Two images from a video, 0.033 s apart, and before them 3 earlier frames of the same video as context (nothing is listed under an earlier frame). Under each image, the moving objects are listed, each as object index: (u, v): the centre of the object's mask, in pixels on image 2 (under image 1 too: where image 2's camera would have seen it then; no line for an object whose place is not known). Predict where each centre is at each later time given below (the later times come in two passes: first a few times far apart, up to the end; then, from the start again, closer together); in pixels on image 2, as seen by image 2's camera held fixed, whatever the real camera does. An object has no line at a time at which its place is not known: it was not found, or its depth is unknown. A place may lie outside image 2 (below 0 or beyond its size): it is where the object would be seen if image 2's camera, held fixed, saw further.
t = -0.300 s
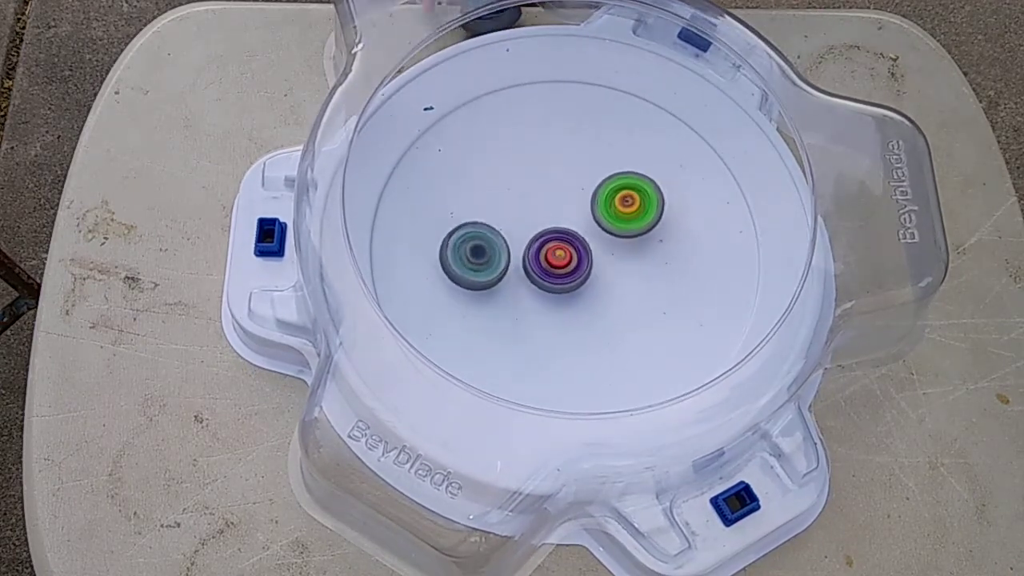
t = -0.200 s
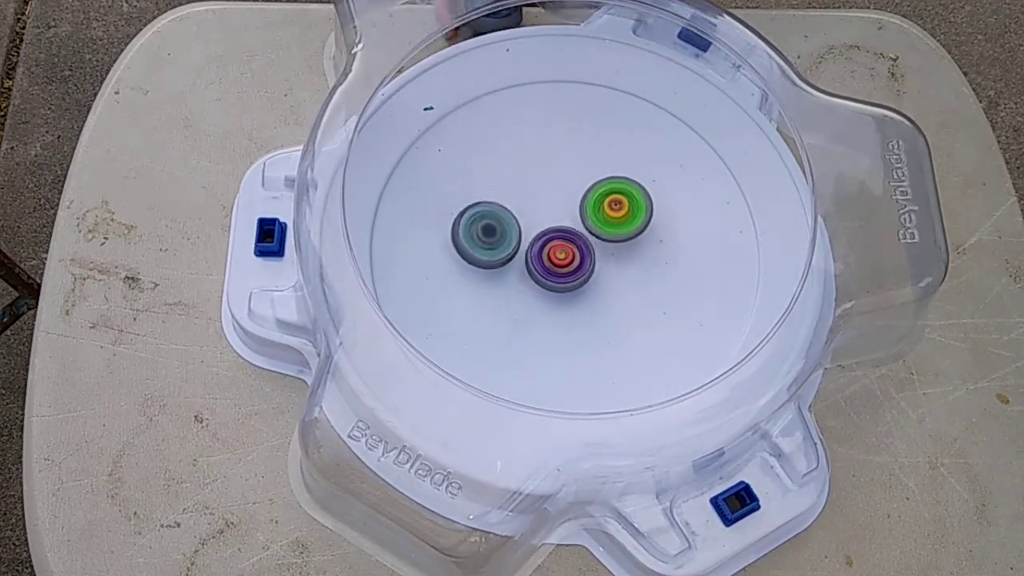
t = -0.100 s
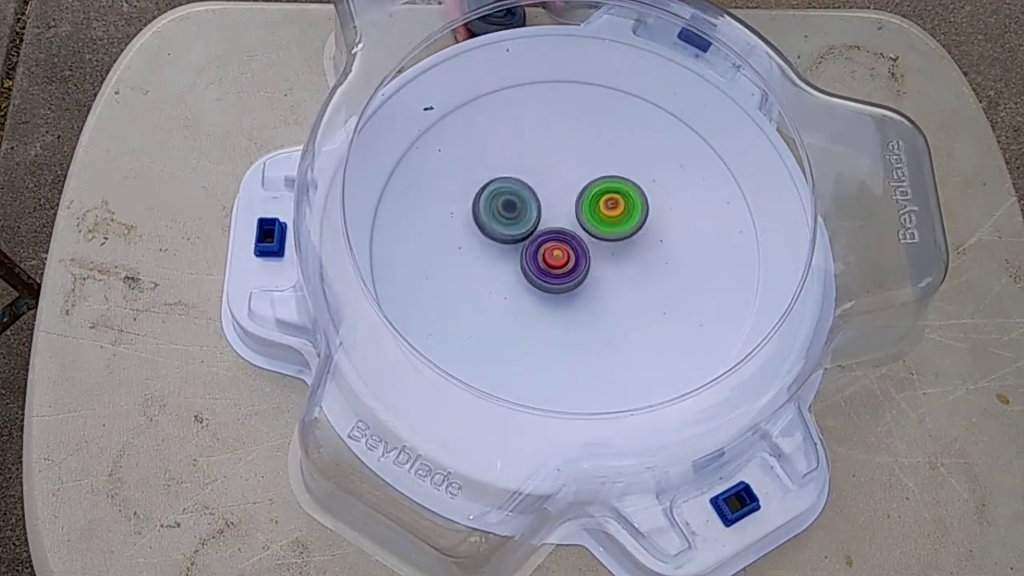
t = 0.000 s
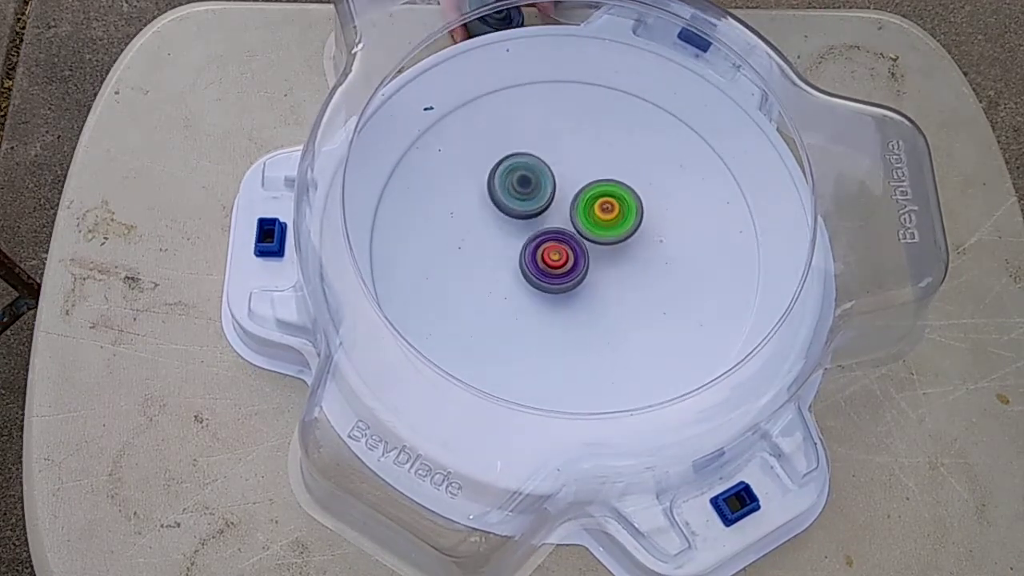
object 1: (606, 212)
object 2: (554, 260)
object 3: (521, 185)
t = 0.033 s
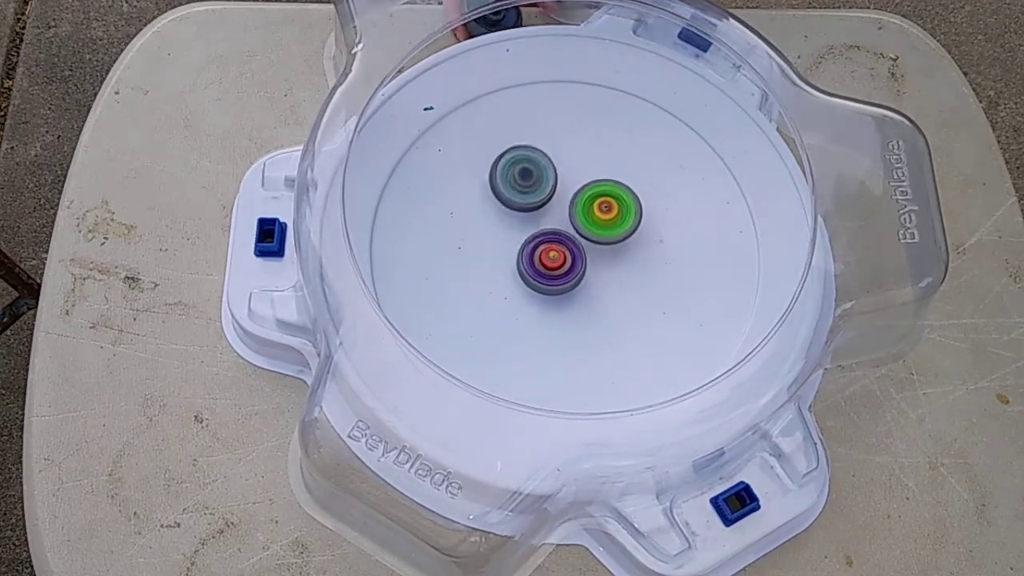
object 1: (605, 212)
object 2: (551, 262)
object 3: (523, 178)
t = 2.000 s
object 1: (651, 247)
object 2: (555, 276)
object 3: (526, 211)
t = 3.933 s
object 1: (631, 221)
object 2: (580, 287)
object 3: (526, 195)
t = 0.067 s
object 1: (606, 210)
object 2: (548, 264)
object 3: (523, 172)
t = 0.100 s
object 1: (605, 210)
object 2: (546, 265)
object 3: (521, 170)
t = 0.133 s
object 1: (603, 211)
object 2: (544, 267)
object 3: (520, 170)
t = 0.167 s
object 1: (599, 212)
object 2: (543, 268)
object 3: (519, 172)
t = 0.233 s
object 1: (592, 214)
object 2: (542, 270)
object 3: (518, 180)
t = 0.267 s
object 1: (589, 216)
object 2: (542, 270)
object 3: (518, 184)
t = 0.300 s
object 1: (586, 217)
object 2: (542, 271)
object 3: (519, 187)
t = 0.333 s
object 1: (587, 216)
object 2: (540, 272)
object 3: (519, 189)
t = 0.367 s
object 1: (594, 219)
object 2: (540, 273)
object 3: (515, 187)
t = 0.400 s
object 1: (598, 222)
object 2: (541, 273)
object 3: (515, 185)
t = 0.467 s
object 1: (600, 225)
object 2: (543, 273)
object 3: (524, 183)
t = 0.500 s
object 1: (599, 225)
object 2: (544, 272)
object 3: (530, 183)
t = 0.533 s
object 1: (600, 224)
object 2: (542, 272)
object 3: (537, 183)
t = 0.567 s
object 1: (614, 213)
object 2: (529, 279)
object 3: (544, 183)
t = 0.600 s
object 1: (624, 204)
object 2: (521, 282)
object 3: (549, 184)
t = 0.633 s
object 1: (631, 197)
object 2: (517, 284)
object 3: (554, 186)
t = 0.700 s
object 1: (633, 191)
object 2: (517, 288)
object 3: (561, 190)
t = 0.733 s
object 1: (642, 192)
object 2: (517, 290)
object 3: (555, 192)
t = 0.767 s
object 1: (653, 194)
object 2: (518, 291)
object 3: (546, 194)
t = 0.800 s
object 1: (658, 196)
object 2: (519, 293)
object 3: (540, 196)
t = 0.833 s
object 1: (659, 199)
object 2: (521, 293)
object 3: (537, 198)
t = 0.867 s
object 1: (658, 201)
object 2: (523, 294)
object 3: (537, 200)
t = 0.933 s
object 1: (649, 205)
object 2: (528, 291)
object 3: (543, 205)
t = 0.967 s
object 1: (645, 207)
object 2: (530, 289)
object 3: (547, 207)
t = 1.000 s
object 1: (640, 208)
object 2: (532, 286)
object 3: (552, 212)
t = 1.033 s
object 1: (635, 210)
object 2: (534, 283)
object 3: (556, 218)
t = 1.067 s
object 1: (633, 212)
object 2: (533, 286)
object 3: (559, 220)
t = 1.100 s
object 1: (636, 213)
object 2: (532, 289)
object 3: (558, 220)
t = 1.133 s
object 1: (635, 214)
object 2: (533, 288)
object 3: (559, 223)
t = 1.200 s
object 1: (646, 215)
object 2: (530, 294)
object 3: (554, 221)
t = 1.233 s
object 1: (653, 215)
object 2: (531, 295)
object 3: (548, 218)
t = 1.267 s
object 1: (656, 215)
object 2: (533, 294)
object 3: (545, 216)
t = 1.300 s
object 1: (655, 216)
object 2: (536, 292)
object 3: (545, 215)
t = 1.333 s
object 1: (653, 217)
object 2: (539, 291)
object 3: (546, 216)
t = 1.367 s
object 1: (649, 218)
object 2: (541, 288)
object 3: (548, 218)
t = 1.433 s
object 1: (641, 221)
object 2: (545, 298)
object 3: (555, 208)
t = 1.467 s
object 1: (637, 223)
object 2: (546, 303)
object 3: (560, 199)
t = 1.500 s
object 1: (632, 225)
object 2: (547, 305)
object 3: (564, 195)
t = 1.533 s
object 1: (630, 228)
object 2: (550, 304)
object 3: (564, 192)
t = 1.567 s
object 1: (634, 235)
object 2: (554, 302)
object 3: (556, 188)
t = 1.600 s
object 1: (637, 241)
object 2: (557, 299)
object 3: (547, 187)
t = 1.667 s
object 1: (636, 250)
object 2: (563, 293)
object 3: (530, 187)
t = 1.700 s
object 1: (635, 253)
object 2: (566, 289)
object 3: (522, 191)
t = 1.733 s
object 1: (635, 254)
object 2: (565, 287)
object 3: (519, 197)
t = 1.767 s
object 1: (646, 251)
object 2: (556, 286)
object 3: (517, 202)
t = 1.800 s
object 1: (653, 248)
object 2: (550, 283)
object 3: (517, 208)
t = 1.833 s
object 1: (657, 247)
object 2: (548, 281)
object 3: (518, 213)
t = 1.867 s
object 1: (659, 247)
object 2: (548, 280)
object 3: (519, 216)
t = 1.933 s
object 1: (659, 247)
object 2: (552, 280)
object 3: (521, 211)
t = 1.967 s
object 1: (655, 247)
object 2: (554, 278)
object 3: (523, 211)
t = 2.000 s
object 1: (651, 247)
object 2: (555, 276)
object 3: (526, 211)
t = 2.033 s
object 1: (645, 247)
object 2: (557, 274)
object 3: (529, 212)
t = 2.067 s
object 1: (639, 248)
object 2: (560, 274)
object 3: (530, 209)
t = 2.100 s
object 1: (633, 248)
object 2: (561, 272)
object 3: (531, 209)
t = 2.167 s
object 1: (632, 247)
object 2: (558, 282)
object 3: (529, 197)
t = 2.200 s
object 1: (629, 247)
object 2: (557, 285)
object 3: (527, 190)
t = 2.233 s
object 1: (625, 247)
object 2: (558, 285)
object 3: (528, 186)
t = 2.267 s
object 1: (621, 247)
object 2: (560, 285)
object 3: (529, 184)
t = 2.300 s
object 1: (622, 244)
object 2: (557, 286)
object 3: (531, 185)
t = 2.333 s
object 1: (621, 242)
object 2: (558, 285)
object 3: (532, 188)
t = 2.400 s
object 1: (614, 240)
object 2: (559, 284)
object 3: (535, 197)
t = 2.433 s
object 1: (622, 230)
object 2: (549, 290)
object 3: (536, 203)
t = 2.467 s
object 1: (631, 221)
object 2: (541, 293)
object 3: (538, 208)
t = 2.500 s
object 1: (636, 213)
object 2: (538, 294)
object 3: (538, 213)
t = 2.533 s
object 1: (637, 208)
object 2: (537, 294)
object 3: (538, 217)
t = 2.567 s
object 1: (636, 205)
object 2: (537, 294)
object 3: (538, 220)
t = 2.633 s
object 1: (629, 203)
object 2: (538, 293)
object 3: (538, 221)
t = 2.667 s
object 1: (624, 203)
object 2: (538, 292)
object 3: (540, 221)
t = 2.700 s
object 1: (619, 203)
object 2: (539, 290)
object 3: (541, 220)
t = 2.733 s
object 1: (614, 204)
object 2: (539, 288)
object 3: (543, 220)
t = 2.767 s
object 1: (614, 203)
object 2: (539, 286)
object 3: (541, 219)
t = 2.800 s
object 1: (614, 202)
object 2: (539, 291)
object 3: (540, 213)
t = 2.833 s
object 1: (615, 203)
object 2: (539, 295)
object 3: (540, 204)
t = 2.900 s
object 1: (639, 207)
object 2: (542, 294)
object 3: (523, 193)
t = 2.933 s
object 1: (645, 208)
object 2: (543, 292)
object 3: (520, 192)
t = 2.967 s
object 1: (646, 210)
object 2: (545, 290)
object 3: (520, 193)
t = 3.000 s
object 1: (646, 211)
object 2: (547, 287)
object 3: (523, 194)
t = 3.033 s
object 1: (643, 212)
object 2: (548, 284)
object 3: (527, 197)
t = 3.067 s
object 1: (639, 212)
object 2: (550, 281)
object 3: (532, 199)
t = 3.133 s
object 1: (632, 212)
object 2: (552, 275)
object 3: (540, 206)
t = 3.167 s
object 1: (629, 212)
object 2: (554, 278)
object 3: (544, 202)
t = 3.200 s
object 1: (626, 213)
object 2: (557, 283)
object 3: (548, 195)
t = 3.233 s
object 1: (623, 213)
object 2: (559, 284)
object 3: (551, 191)
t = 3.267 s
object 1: (621, 214)
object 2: (561, 283)
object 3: (554, 189)
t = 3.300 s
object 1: (622, 216)
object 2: (563, 280)
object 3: (552, 188)
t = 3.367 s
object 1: (620, 219)
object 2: (568, 274)
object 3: (552, 193)
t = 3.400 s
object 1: (622, 221)
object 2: (570, 271)
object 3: (549, 196)
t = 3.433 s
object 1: (630, 226)
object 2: (571, 268)
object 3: (540, 197)
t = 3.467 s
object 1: (646, 223)
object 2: (562, 270)
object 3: (534, 199)
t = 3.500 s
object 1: (657, 221)
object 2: (557, 270)
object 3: (531, 201)
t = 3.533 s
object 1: (663, 218)
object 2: (555, 268)
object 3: (528, 205)
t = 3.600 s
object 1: (663, 217)
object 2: (560, 277)
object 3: (524, 195)
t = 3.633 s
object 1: (661, 217)
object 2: (562, 278)
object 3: (524, 194)
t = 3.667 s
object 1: (658, 217)
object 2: (563, 277)
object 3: (526, 195)
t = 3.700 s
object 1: (654, 219)
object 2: (565, 275)
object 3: (528, 197)
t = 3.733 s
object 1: (650, 219)
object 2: (567, 273)
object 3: (531, 201)
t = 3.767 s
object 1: (646, 221)
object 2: (568, 271)
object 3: (534, 205)
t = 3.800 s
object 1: (642, 222)
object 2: (569, 269)
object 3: (536, 209)
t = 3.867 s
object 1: (633, 224)
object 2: (581, 281)
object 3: (528, 198)
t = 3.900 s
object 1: (629, 226)
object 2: (584, 282)
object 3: (526, 195)
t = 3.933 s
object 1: (631, 221)
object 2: (580, 287)
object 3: (526, 195)
